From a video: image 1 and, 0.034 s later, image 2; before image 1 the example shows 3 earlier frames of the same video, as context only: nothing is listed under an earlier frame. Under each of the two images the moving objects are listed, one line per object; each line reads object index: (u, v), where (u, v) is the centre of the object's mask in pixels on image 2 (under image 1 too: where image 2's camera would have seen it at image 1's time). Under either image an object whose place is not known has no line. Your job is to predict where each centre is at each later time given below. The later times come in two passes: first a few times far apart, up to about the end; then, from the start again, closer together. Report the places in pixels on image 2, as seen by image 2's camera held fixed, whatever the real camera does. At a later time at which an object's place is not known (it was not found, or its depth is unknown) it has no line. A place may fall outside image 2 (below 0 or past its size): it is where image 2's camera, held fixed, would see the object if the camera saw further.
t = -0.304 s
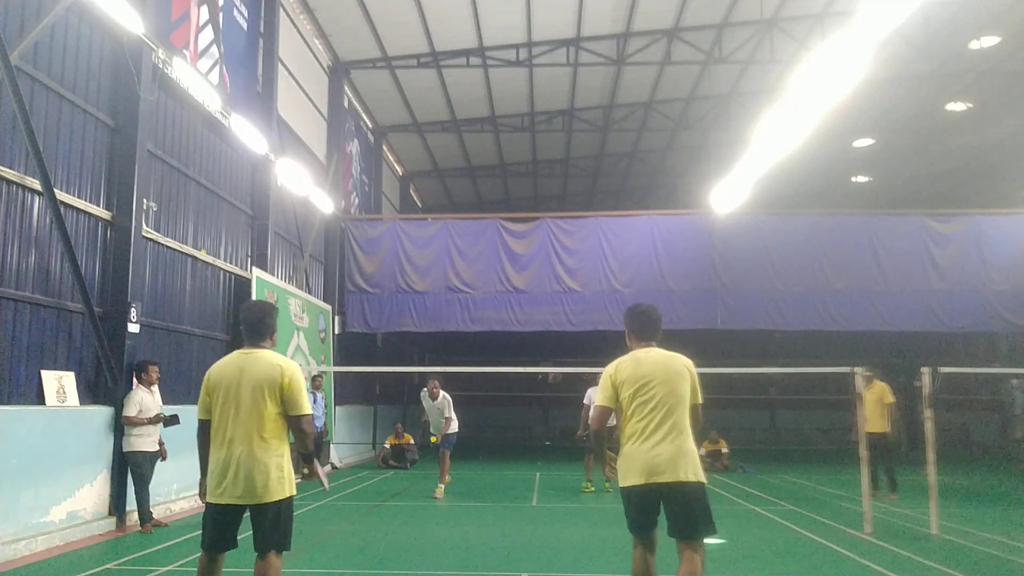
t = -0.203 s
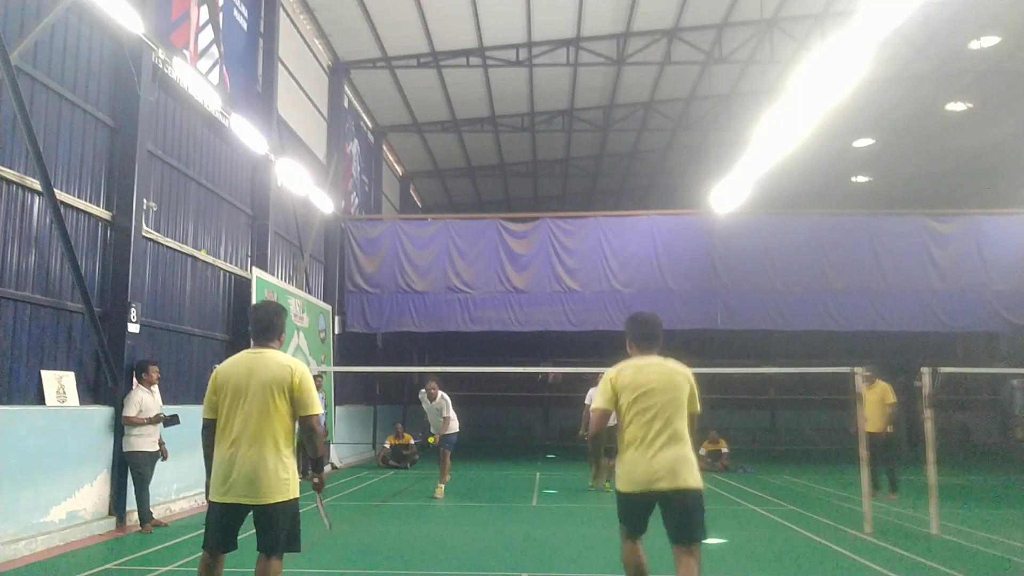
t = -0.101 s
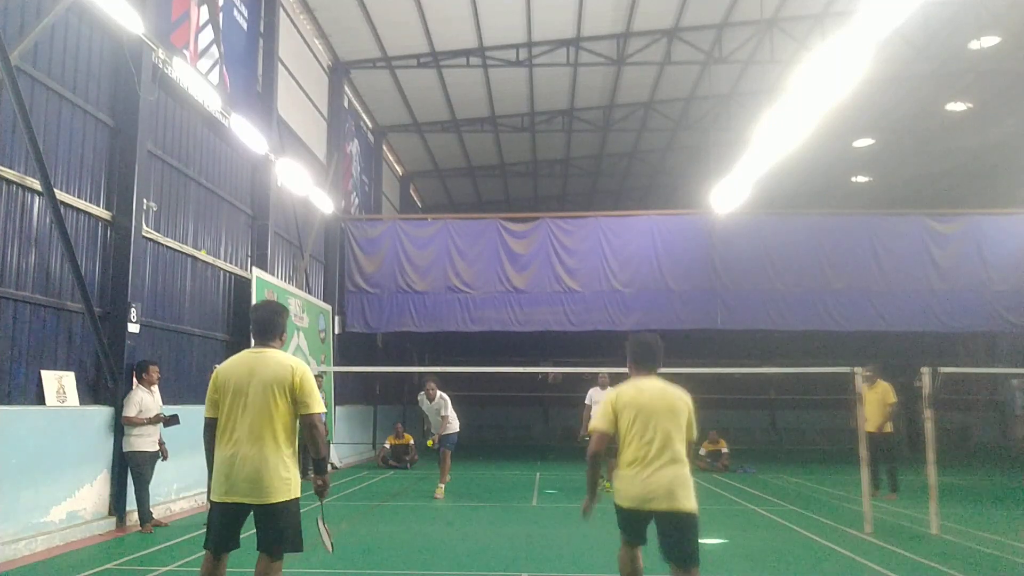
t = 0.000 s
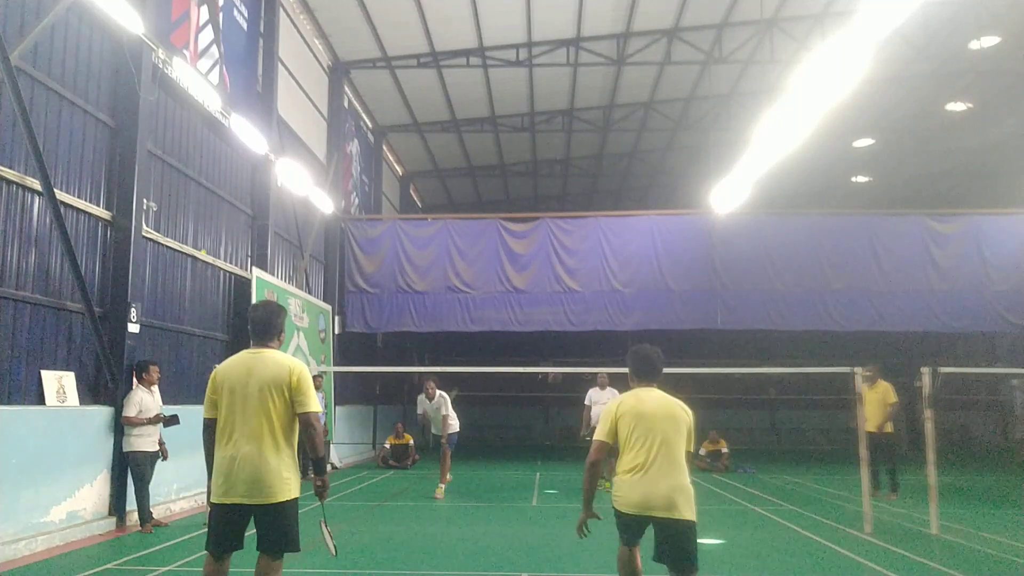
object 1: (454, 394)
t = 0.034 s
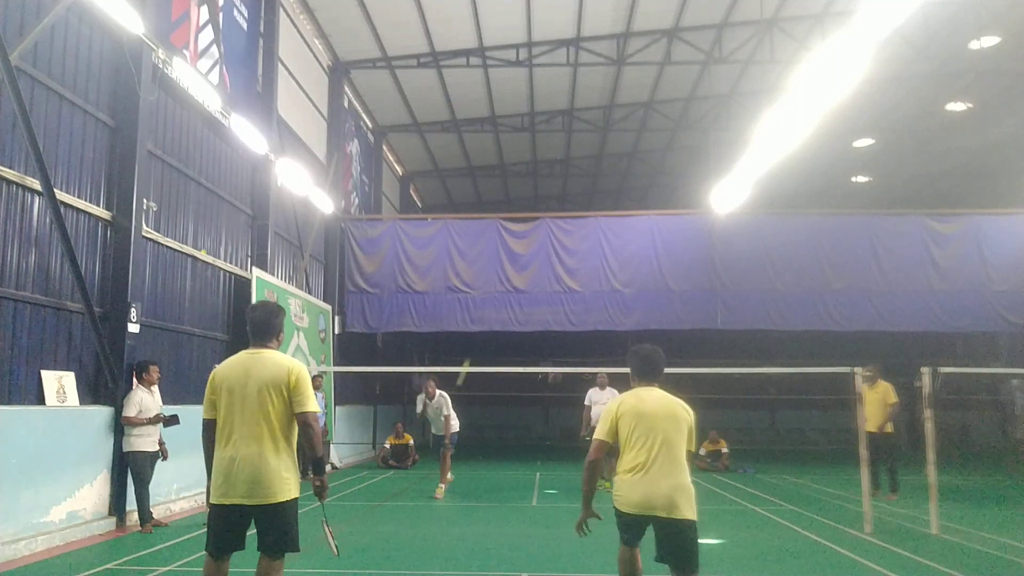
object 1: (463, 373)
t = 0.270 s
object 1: (547, 201)
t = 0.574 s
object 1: (655, 70)
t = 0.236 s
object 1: (536, 220)
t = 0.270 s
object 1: (547, 201)
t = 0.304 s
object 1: (559, 182)
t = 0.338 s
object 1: (571, 163)
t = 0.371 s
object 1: (583, 146)
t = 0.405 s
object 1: (595, 130)
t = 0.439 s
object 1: (607, 116)
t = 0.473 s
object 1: (619, 102)
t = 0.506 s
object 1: (631, 90)
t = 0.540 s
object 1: (643, 80)
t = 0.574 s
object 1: (655, 70)
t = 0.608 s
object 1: (668, 62)
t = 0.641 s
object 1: (680, 56)
